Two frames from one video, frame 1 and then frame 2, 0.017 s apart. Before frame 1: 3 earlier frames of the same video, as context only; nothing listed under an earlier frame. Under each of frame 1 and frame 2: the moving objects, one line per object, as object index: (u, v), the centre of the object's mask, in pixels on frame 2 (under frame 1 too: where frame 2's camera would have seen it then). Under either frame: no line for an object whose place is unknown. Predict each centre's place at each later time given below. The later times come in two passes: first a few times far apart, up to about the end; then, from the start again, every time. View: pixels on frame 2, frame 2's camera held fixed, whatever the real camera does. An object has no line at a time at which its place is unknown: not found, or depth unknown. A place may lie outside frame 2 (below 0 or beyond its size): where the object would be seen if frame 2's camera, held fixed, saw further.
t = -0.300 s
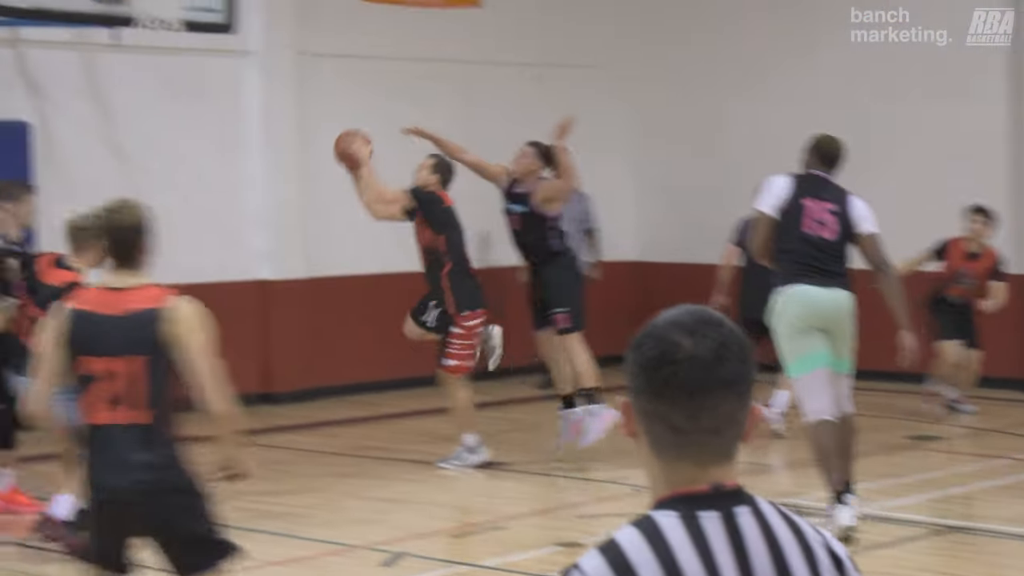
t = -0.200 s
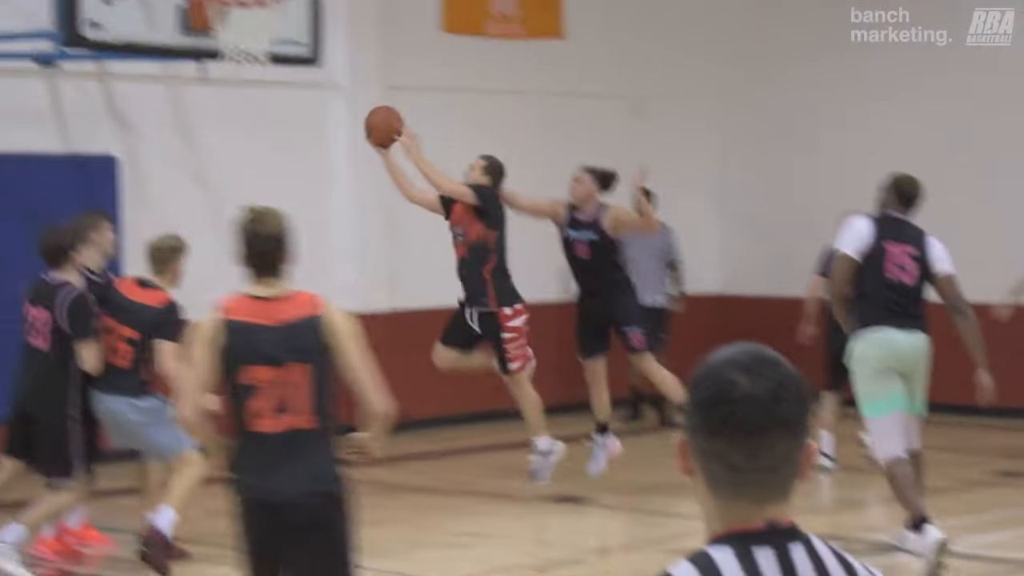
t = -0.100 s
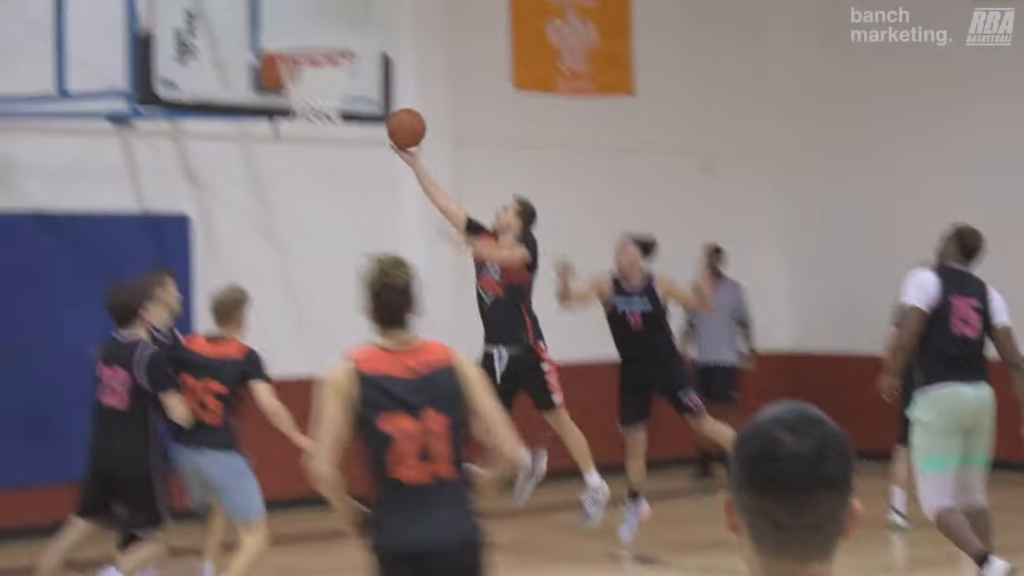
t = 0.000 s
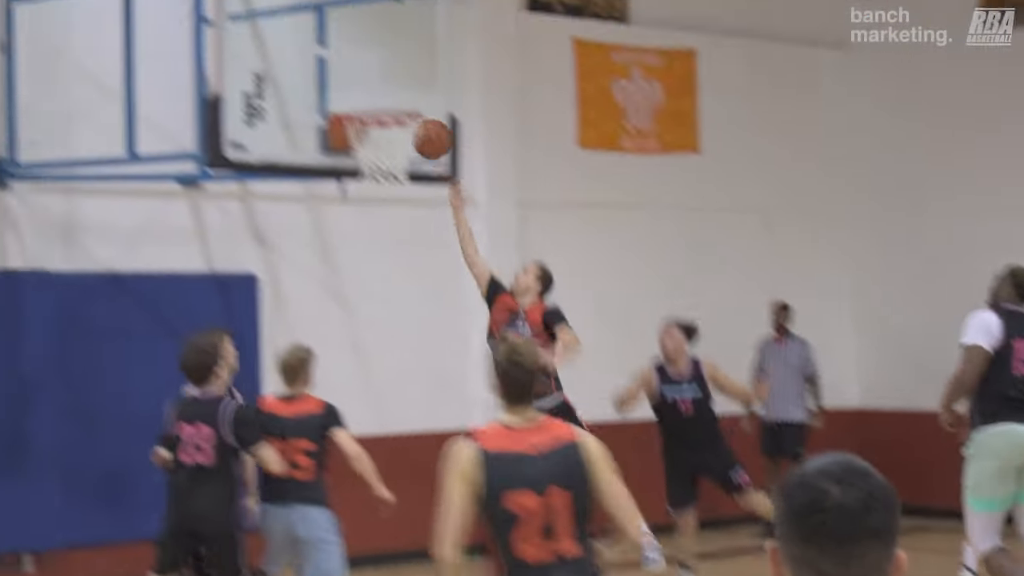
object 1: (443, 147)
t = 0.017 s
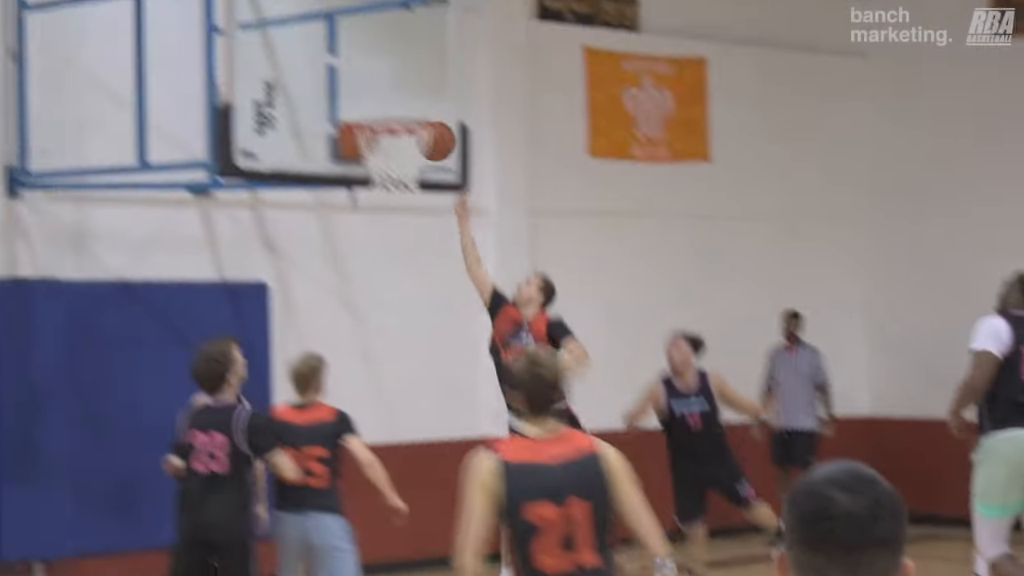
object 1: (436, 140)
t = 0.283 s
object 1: (388, 101)
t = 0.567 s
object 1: (407, 187)
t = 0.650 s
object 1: (410, 209)
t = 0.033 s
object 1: (429, 134)
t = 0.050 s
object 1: (422, 129)
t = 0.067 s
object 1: (415, 118)
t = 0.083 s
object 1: (408, 114)
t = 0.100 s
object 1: (400, 112)
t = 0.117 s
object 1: (395, 110)
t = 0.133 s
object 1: (394, 108)
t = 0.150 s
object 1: (393, 106)
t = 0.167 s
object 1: (392, 104)
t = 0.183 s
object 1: (392, 102)
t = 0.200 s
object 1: (391, 101)
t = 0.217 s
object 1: (390, 101)
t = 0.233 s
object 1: (390, 100)
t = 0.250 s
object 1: (389, 101)
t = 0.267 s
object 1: (388, 101)
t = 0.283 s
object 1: (388, 101)
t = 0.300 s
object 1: (387, 102)
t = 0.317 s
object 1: (386, 105)
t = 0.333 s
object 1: (386, 107)
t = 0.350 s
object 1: (386, 110)
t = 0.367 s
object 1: (385, 112)
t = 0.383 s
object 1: (385, 116)
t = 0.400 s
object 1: (385, 120)
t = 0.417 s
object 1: (384, 126)
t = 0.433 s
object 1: (386, 131)
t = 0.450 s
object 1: (389, 137)
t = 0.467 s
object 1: (390, 142)
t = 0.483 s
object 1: (393, 147)
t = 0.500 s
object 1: (395, 156)
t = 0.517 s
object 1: (397, 161)
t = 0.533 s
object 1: (398, 165)
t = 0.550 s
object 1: (409, 184)
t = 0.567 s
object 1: (407, 187)
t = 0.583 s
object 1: (406, 189)
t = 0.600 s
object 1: (406, 189)
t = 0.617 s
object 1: (407, 194)
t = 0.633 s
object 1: (408, 201)
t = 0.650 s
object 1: (410, 209)
